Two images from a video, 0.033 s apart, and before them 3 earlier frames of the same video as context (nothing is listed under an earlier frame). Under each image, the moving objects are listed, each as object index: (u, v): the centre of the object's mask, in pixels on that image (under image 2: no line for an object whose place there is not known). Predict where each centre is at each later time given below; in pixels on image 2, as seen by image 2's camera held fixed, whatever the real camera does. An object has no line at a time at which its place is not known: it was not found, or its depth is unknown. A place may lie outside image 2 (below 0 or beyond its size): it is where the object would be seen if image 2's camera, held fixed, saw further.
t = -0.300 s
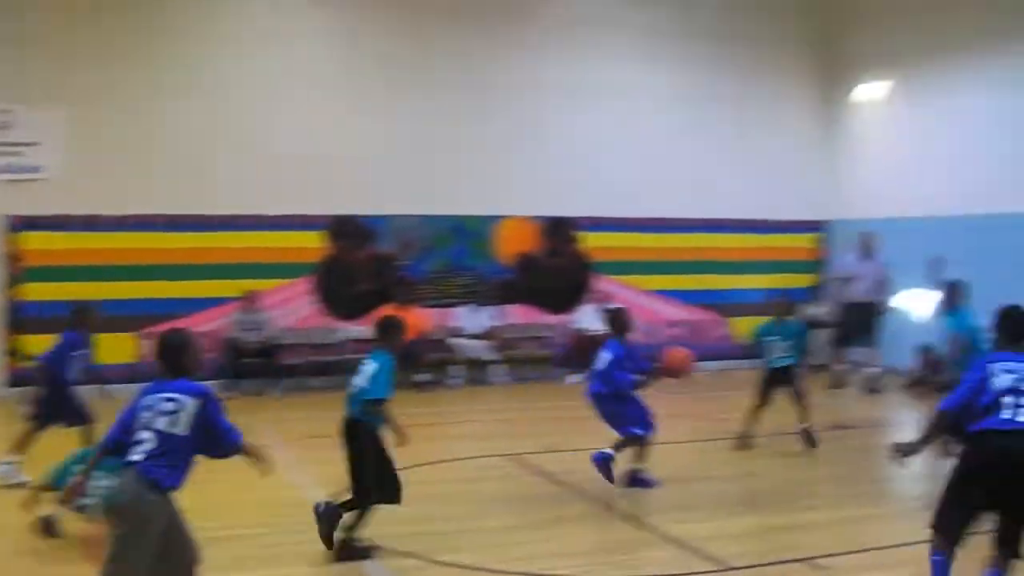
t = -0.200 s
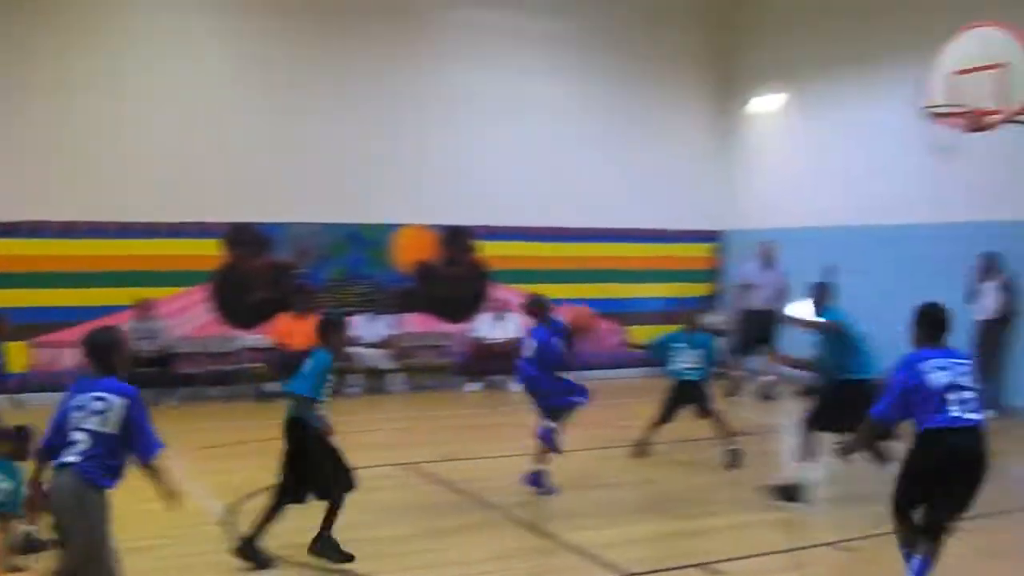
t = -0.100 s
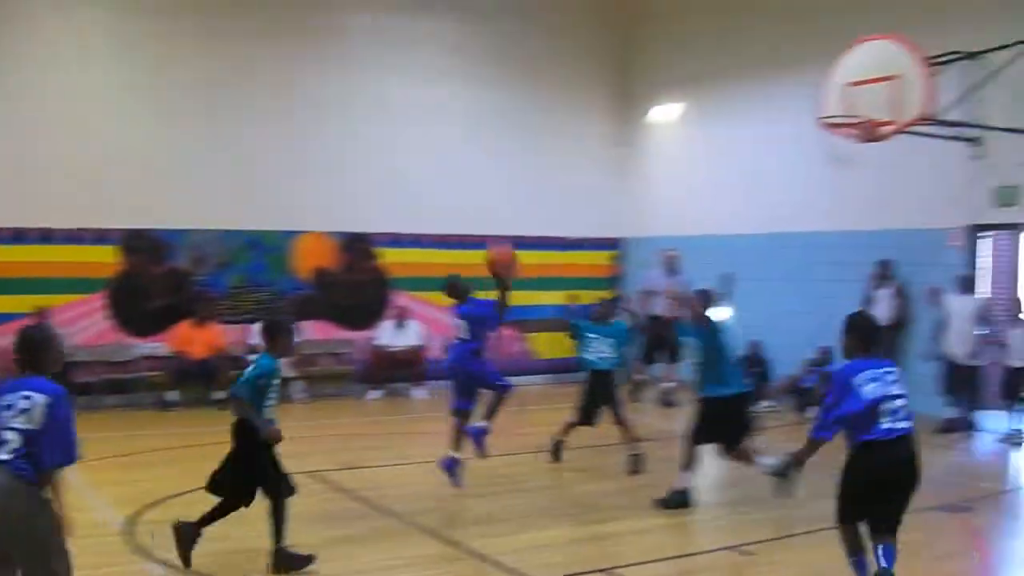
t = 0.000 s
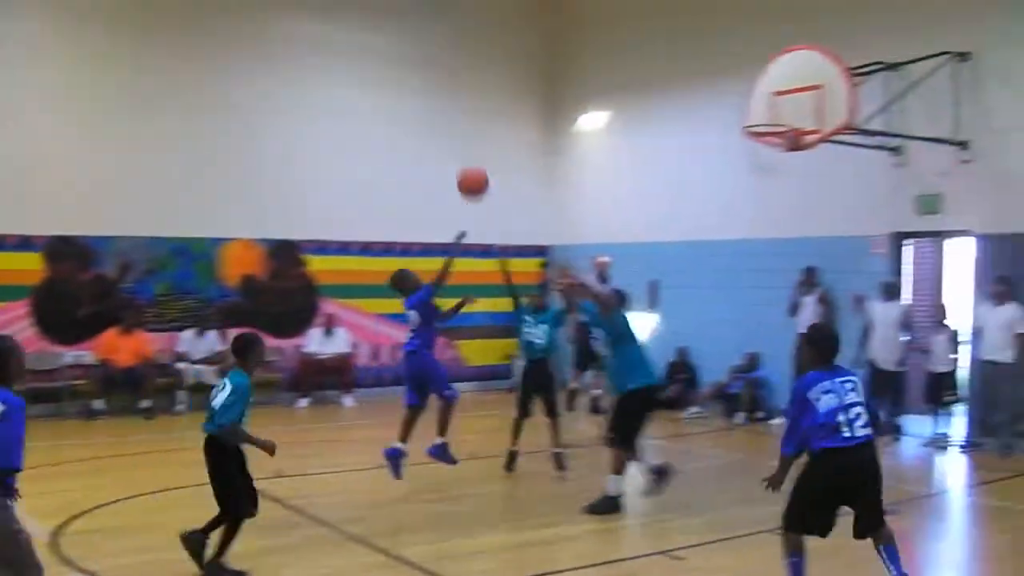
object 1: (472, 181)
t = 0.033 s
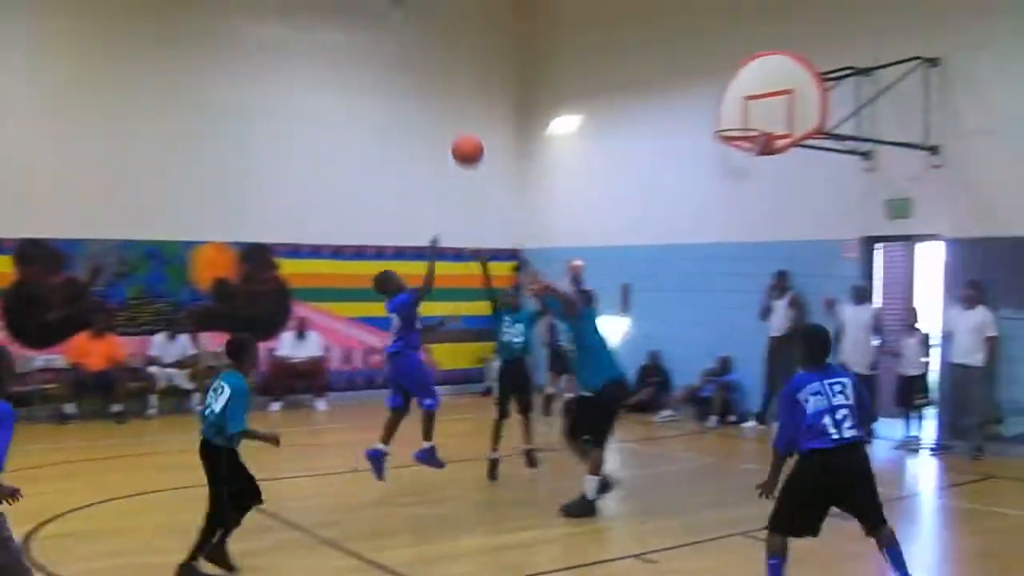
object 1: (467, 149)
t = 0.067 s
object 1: (483, 129)
